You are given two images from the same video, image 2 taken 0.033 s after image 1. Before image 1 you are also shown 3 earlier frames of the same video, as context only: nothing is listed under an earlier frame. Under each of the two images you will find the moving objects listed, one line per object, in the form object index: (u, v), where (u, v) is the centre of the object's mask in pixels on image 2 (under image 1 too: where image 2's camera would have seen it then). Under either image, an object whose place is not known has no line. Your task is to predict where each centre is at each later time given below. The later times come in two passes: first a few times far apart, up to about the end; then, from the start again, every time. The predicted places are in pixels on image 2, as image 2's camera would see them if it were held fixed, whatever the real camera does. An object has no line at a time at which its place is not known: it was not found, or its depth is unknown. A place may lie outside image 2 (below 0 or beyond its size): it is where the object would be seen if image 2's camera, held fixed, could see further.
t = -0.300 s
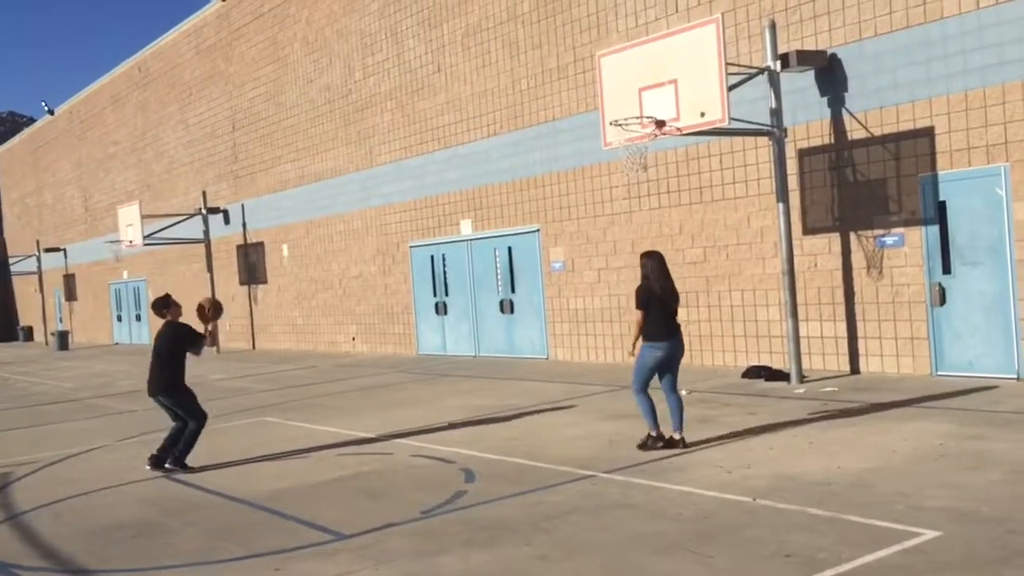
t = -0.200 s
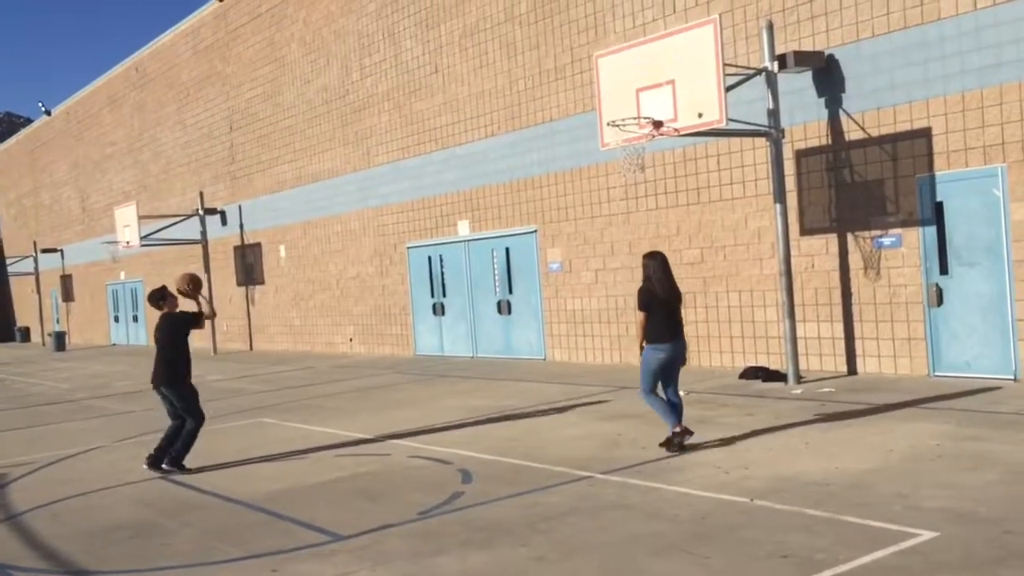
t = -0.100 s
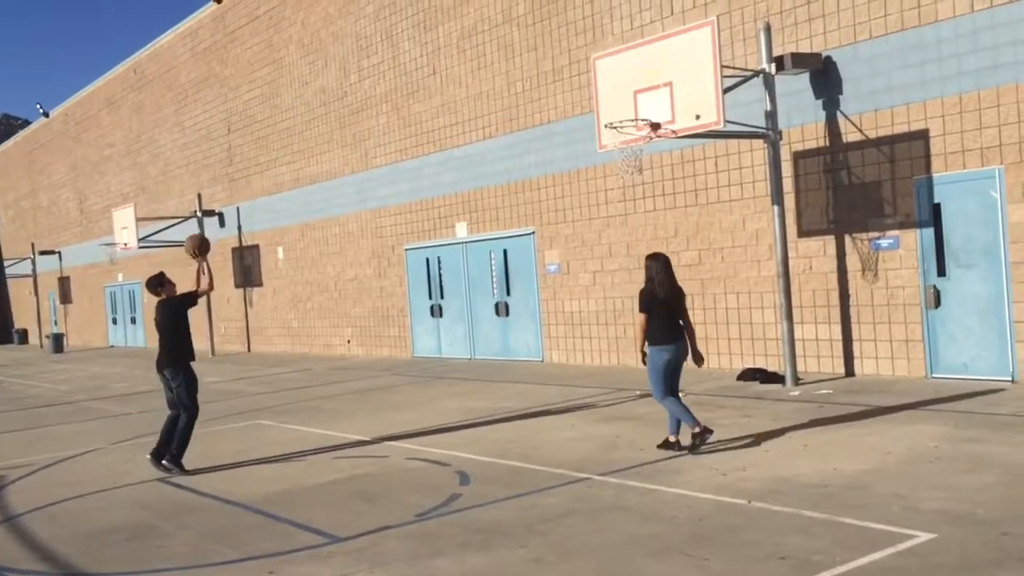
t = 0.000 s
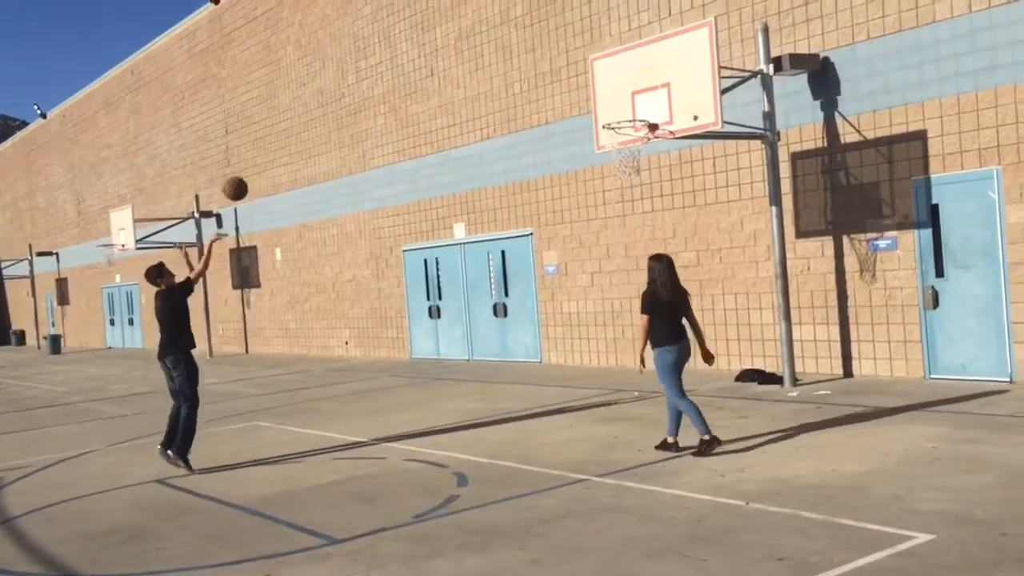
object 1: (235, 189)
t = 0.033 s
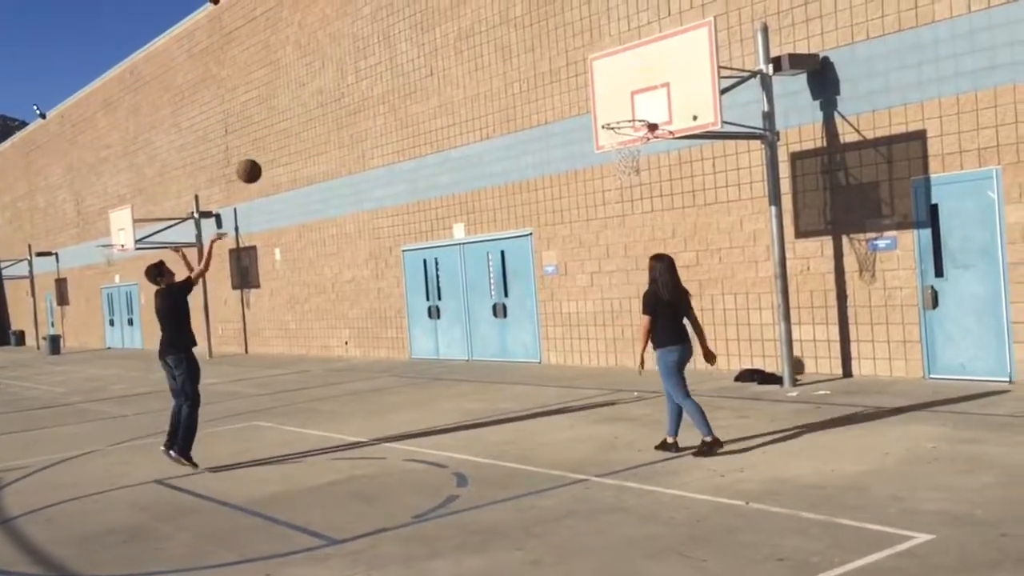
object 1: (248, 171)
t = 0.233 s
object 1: (334, 91)
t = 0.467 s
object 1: (433, 49)
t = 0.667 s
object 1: (516, 57)
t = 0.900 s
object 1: (613, 112)
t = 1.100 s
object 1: (642, 174)
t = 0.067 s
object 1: (263, 155)
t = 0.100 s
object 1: (277, 139)
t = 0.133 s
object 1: (292, 126)
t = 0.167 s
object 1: (306, 113)
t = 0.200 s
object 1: (320, 101)
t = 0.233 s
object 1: (334, 91)
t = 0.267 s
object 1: (348, 82)
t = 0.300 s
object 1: (362, 73)
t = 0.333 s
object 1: (377, 66)
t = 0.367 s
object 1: (390, 60)
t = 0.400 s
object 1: (405, 55)
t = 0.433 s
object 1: (419, 52)
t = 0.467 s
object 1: (433, 49)
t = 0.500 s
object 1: (447, 48)
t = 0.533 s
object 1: (460, 47)
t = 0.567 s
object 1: (474, 48)
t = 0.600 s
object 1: (488, 50)
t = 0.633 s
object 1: (502, 53)
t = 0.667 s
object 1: (516, 57)
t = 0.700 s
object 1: (530, 61)
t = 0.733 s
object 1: (544, 67)
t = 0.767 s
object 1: (558, 74)
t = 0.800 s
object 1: (572, 83)
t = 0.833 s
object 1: (586, 92)
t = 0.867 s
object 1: (600, 102)
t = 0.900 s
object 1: (613, 112)
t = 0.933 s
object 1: (627, 124)
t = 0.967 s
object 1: (639, 137)
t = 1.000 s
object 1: (642, 147)
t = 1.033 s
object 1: (642, 155)
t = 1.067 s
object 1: (642, 164)
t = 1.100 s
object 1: (642, 174)
